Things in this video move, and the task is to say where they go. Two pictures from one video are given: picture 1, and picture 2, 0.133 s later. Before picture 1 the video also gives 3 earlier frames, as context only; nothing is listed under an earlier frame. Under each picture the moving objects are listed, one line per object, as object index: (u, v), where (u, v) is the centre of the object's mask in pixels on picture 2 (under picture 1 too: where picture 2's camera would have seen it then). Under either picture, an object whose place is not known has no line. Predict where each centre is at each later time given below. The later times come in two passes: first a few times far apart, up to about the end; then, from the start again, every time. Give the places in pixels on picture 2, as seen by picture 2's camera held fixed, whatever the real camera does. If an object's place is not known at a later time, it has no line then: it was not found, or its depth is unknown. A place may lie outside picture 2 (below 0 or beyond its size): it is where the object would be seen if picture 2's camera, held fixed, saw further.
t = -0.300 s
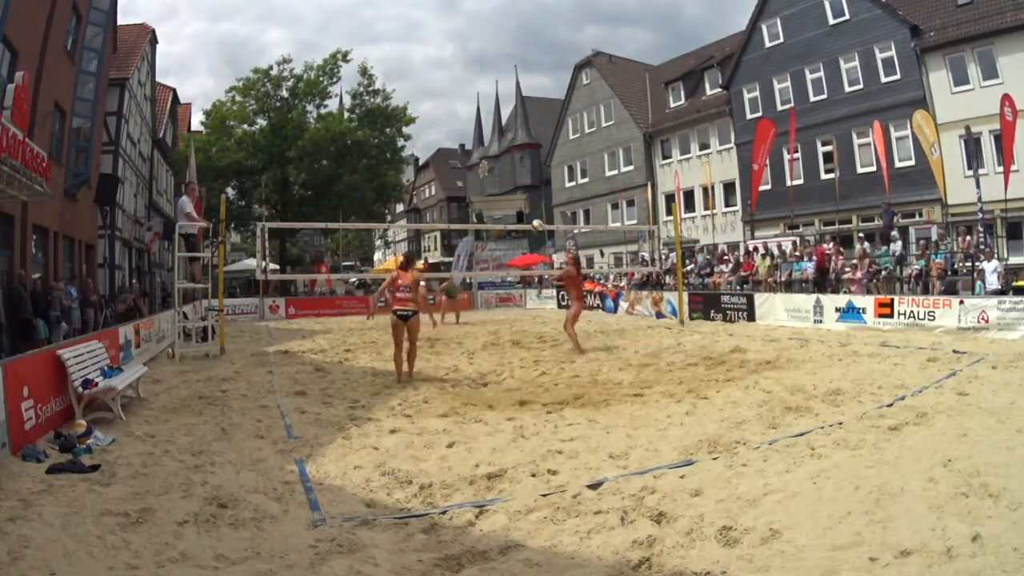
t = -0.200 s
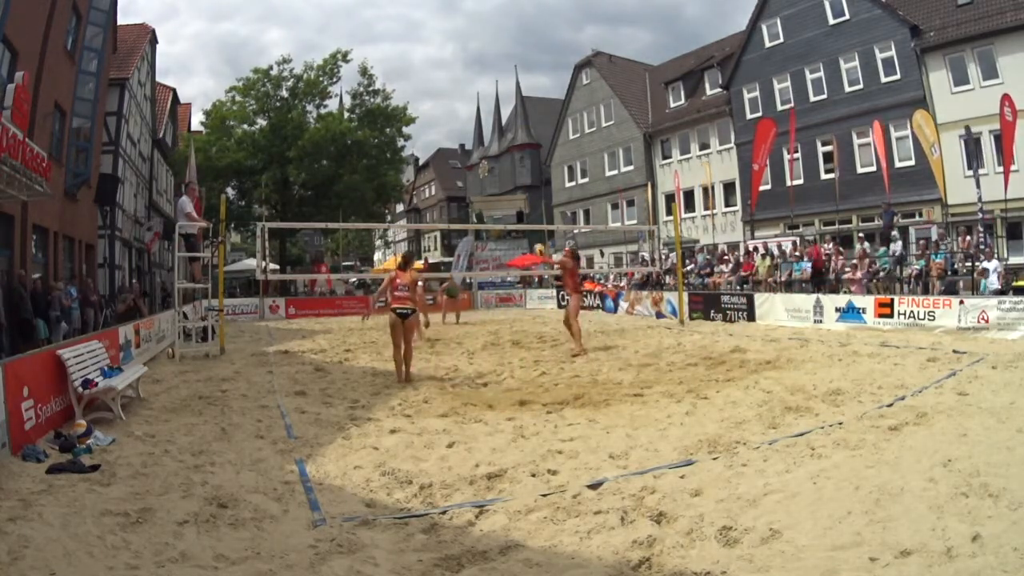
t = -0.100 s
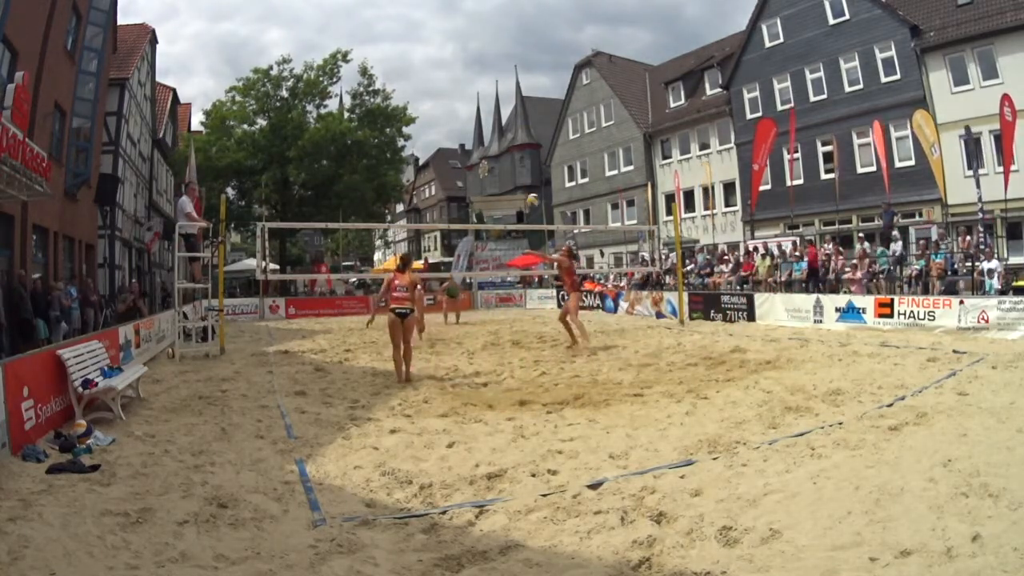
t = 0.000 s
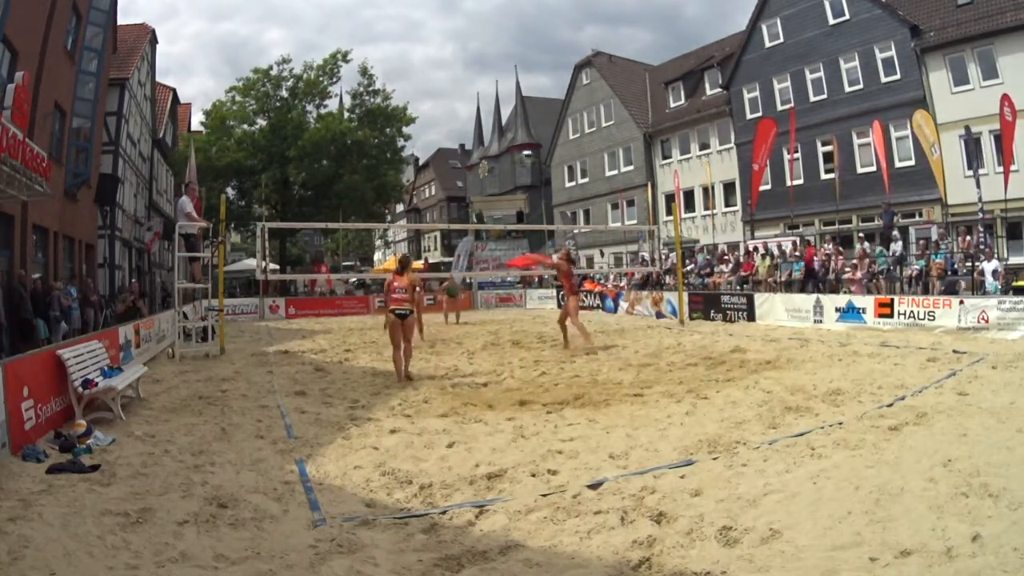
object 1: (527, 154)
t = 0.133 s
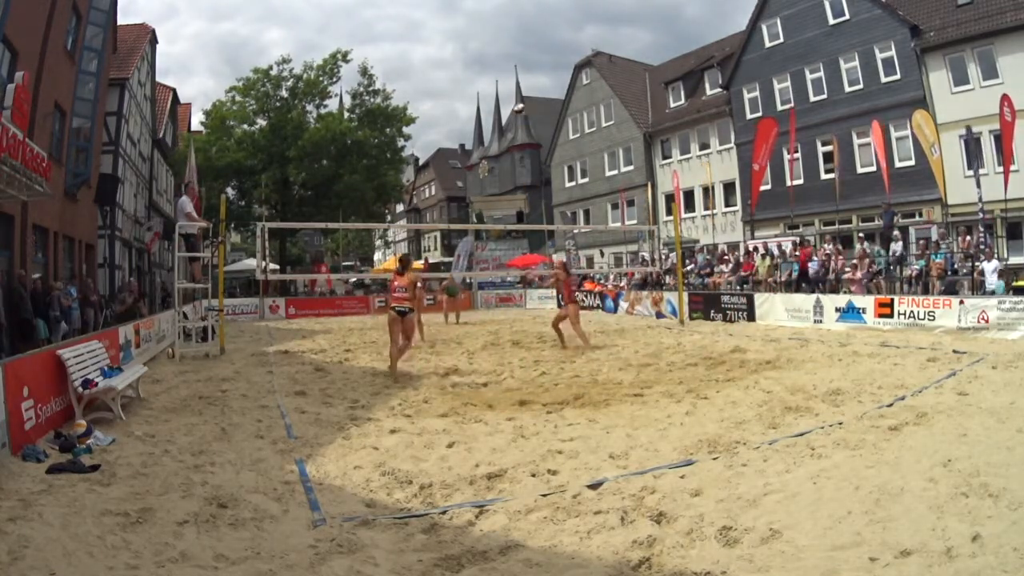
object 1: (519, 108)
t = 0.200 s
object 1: (517, 91)
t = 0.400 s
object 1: (508, 51)
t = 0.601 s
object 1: (501, 34)
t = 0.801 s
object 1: (495, 36)
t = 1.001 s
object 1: (490, 61)
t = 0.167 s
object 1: (518, 99)
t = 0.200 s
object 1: (517, 91)
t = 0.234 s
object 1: (516, 83)
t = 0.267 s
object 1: (514, 74)
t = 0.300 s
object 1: (512, 68)
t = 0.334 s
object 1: (511, 62)
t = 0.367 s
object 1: (510, 57)
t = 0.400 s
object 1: (508, 51)
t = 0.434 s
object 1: (507, 47)
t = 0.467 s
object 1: (506, 43)
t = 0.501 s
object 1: (504, 40)
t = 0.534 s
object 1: (503, 37)
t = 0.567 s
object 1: (502, 35)
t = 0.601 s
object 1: (501, 34)
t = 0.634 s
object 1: (500, 33)
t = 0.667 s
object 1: (499, 33)
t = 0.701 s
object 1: (497, 33)
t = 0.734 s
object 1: (496, 34)
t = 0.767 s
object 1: (496, 35)
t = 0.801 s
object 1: (495, 36)
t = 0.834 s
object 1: (494, 39)
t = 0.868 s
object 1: (493, 42)
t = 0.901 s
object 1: (492, 46)
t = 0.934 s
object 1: (492, 50)
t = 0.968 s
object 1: (490, 55)
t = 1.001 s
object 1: (490, 61)
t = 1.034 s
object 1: (489, 67)
